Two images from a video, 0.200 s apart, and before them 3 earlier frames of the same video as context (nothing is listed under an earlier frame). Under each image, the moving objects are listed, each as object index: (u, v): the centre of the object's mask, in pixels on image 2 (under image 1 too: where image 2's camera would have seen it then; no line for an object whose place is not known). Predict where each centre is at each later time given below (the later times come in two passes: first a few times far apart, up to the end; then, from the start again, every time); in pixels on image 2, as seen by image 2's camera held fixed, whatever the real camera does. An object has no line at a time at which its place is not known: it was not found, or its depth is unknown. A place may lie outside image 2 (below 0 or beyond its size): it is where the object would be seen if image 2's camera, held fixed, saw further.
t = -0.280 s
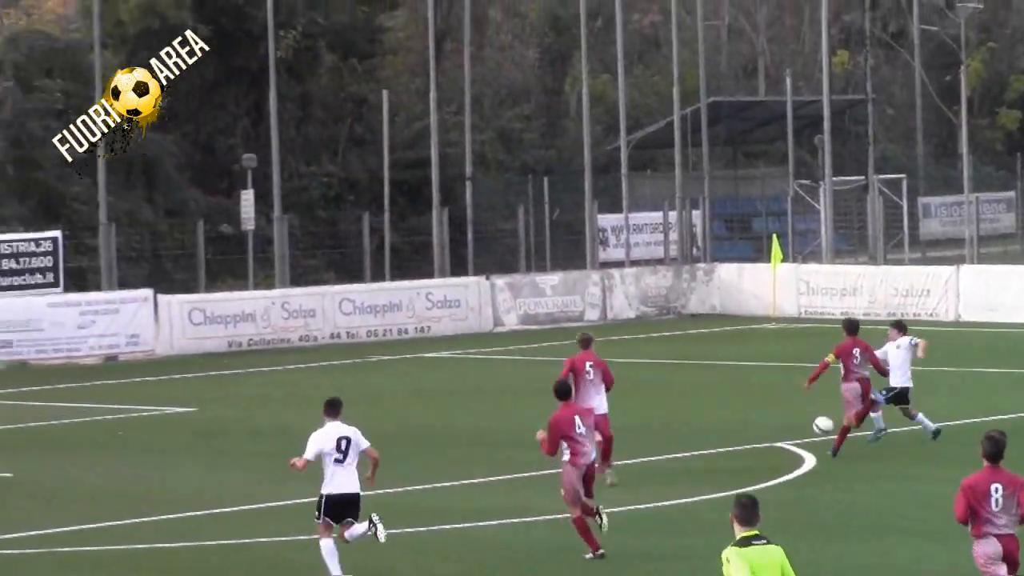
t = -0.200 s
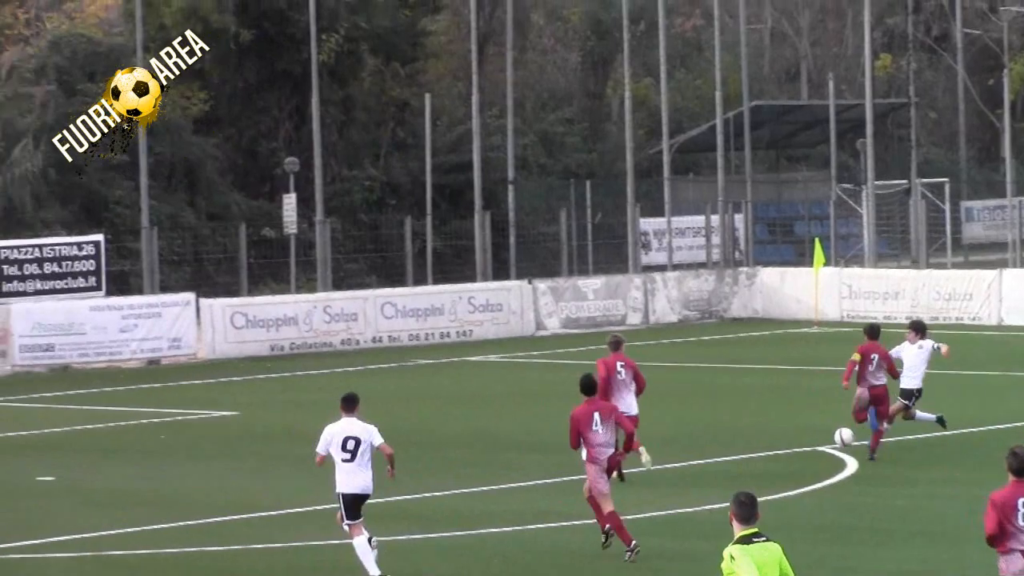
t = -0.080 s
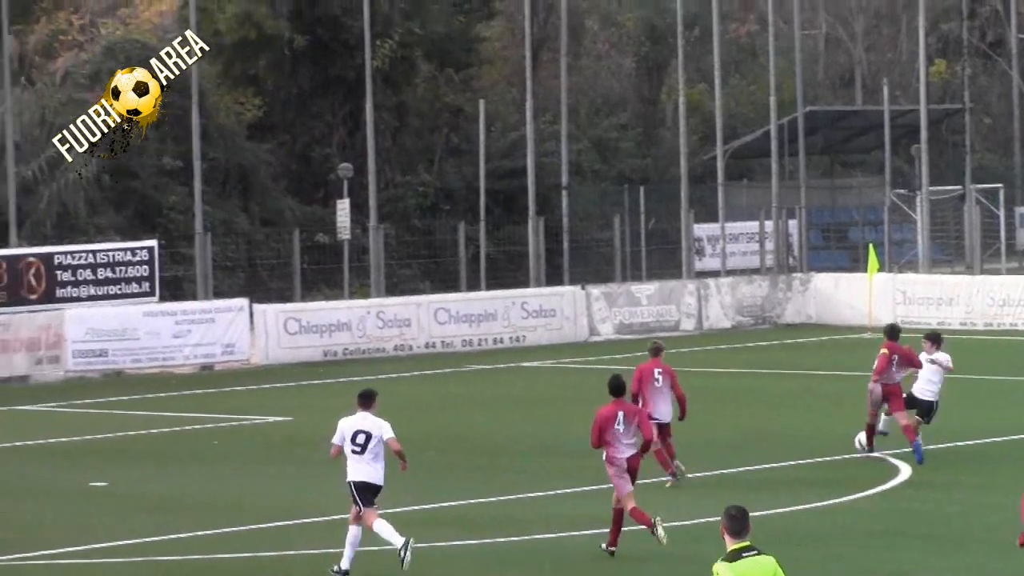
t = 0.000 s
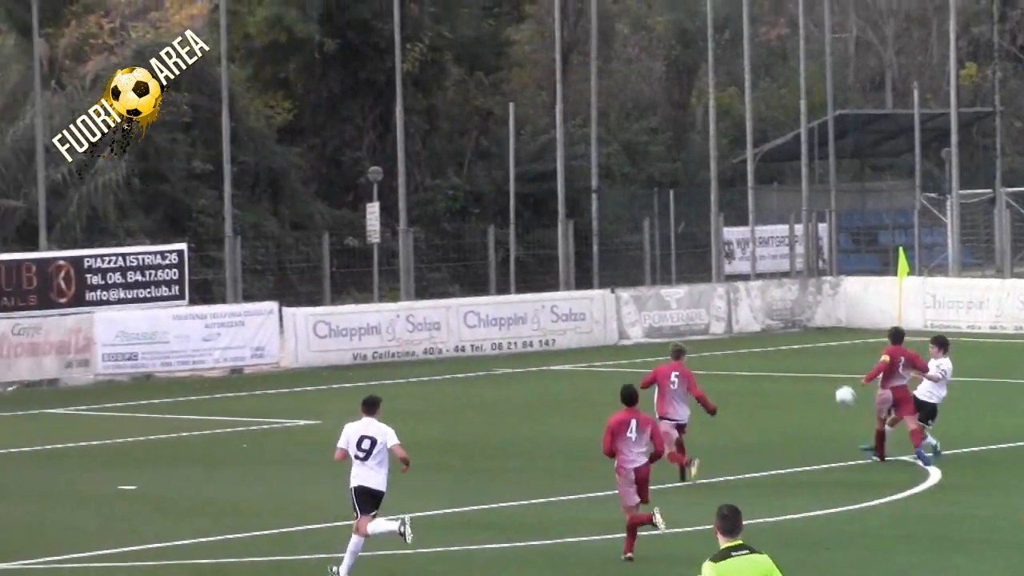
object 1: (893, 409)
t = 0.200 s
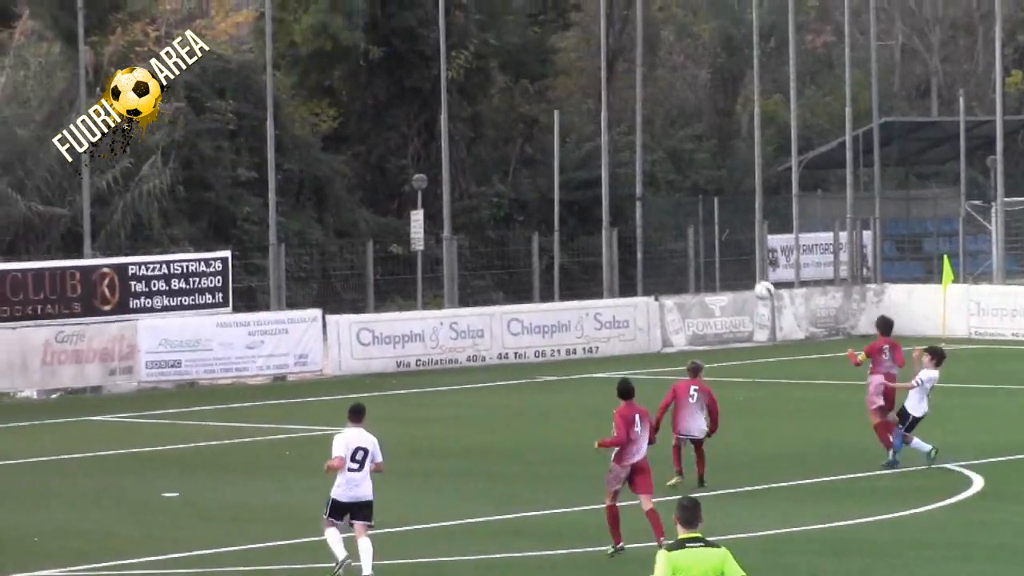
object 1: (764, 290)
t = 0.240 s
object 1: (740, 273)
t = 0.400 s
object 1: (640, 210)
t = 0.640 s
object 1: (493, 156)
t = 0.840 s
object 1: (373, 144)
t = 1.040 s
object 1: (254, 167)
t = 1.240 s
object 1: (138, 222)
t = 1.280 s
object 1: (115, 237)
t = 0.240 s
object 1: (740, 273)
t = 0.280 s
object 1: (715, 258)
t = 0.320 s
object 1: (690, 243)
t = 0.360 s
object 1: (665, 227)
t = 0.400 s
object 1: (640, 210)
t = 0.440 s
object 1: (615, 199)
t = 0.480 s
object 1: (591, 188)
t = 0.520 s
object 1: (567, 179)
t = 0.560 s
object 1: (542, 170)
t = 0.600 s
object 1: (518, 162)
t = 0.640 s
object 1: (493, 156)
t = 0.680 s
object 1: (469, 151)
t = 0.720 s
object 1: (445, 147)
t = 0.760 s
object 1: (421, 144)
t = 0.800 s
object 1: (397, 143)
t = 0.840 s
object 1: (373, 144)
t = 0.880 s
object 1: (349, 146)
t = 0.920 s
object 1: (325, 150)
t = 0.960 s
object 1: (301, 154)
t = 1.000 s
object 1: (278, 160)
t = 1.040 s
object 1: (254, 167)
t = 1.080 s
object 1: (230, 175)
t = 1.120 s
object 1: (207, 185)
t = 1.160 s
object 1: (184, 196)
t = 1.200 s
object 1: (161, 207)
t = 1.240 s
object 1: (138, 222)
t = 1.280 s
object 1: (115, 237)
